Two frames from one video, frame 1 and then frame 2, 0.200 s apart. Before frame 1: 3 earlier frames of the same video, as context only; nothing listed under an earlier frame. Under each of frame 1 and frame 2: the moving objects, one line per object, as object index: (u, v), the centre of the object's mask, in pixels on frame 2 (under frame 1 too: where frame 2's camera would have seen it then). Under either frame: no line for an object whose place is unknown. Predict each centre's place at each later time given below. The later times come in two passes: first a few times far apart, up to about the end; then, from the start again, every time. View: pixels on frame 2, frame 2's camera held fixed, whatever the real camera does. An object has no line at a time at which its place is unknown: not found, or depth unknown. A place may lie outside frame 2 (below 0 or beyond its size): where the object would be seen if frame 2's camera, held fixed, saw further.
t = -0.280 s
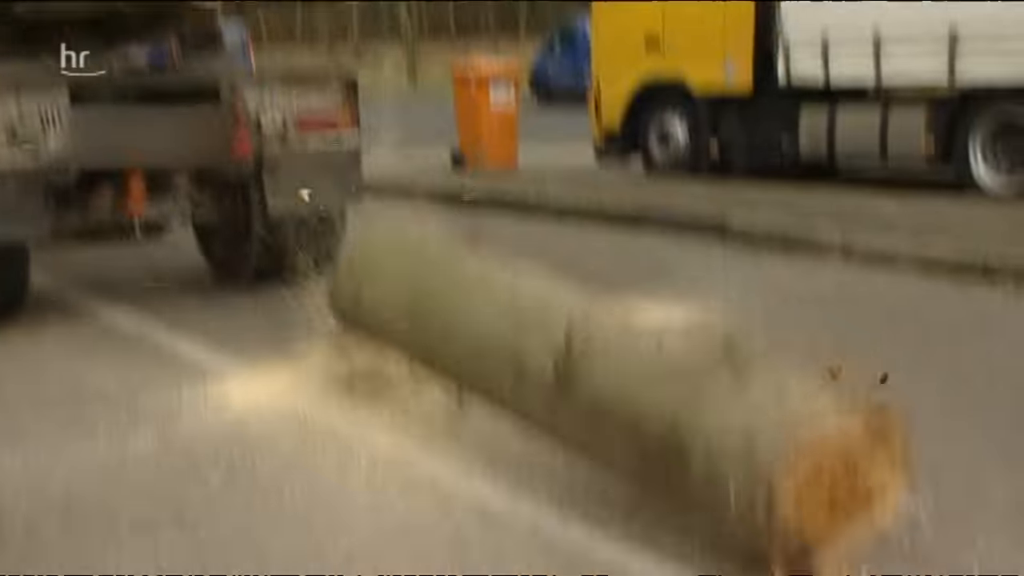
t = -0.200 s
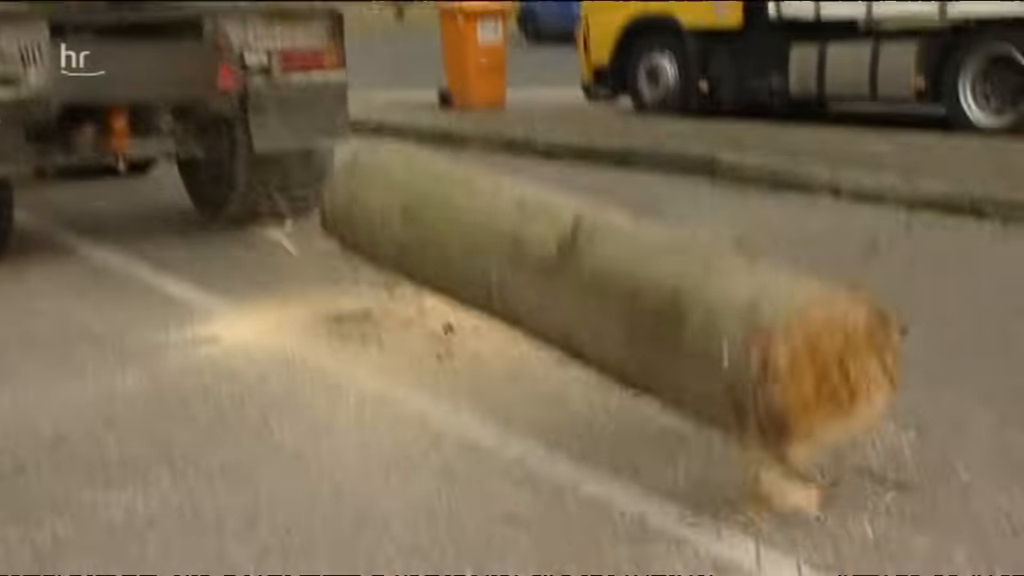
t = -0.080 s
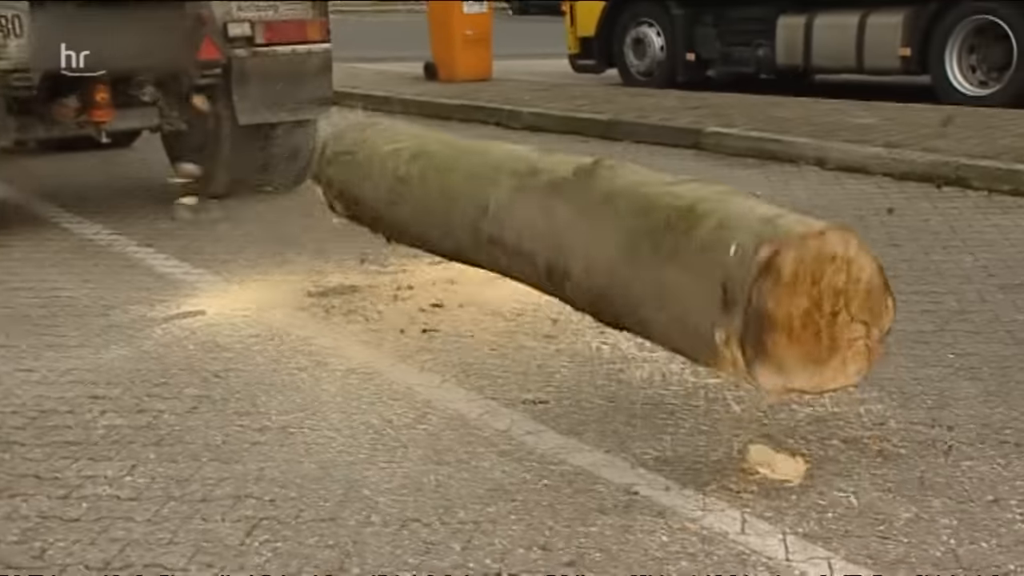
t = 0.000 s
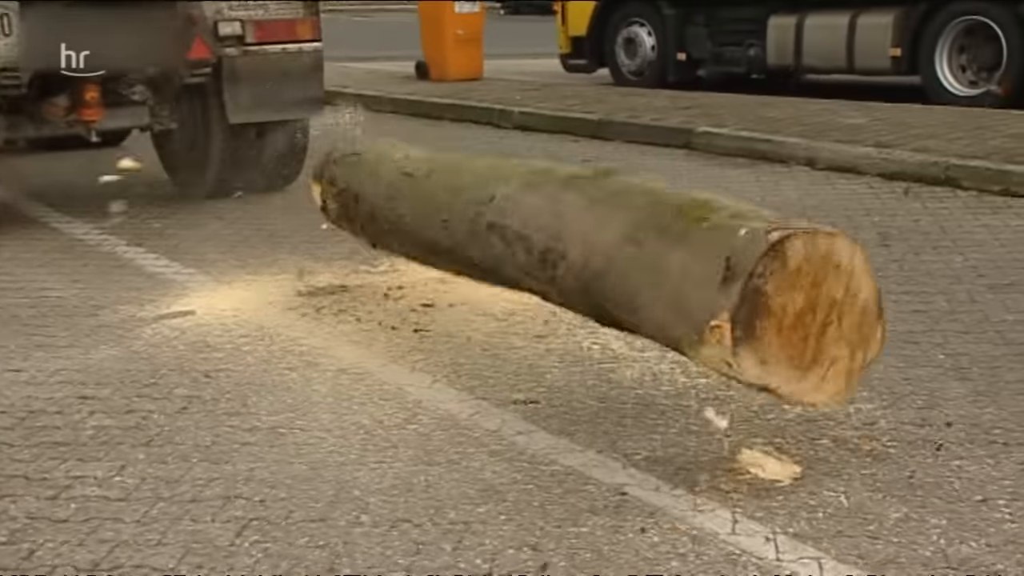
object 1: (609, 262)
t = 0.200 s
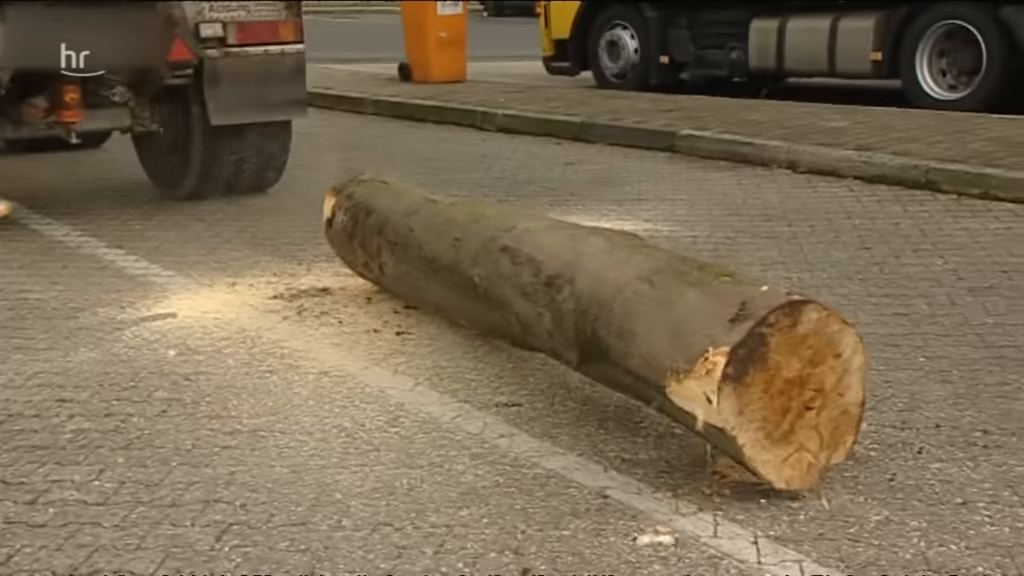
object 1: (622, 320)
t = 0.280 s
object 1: (627, 321)
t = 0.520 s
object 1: (633, 323)
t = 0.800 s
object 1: (625, 324)
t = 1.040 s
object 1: (607, 327)
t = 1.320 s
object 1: (570, 347)
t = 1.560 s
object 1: (528, 352)
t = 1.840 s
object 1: (499, 352)
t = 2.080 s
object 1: (485, 354)
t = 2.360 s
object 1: (470, 359)
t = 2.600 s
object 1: (452, 366)
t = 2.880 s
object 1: (416, 377)
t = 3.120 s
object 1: (376, 385)
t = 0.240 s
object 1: (624, 317)
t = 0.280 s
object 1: (627, 321)
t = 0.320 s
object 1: (629, 324)
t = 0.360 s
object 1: (630, 323)
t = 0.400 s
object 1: (631, 323)
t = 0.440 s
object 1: (632, 323)
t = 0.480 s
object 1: (632, 323)
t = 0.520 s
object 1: (633, 323)
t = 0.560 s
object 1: (632, 323)
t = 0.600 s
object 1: (632, 323)
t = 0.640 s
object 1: (631, 323)
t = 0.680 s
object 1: (630, 323)
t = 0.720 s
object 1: (628, 323)
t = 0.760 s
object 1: (626, 323)
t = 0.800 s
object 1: (625, 324)
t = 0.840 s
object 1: (622, 324)
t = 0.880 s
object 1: (619, 324)
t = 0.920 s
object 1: (616, 325)
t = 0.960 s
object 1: (613, 326)
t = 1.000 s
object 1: (610, 326)
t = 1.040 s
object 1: (607, 327)
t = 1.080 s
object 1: (604, 329)
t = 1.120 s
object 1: (600, 331)
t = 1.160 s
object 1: (595, 333)
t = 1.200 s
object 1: (591, 336)
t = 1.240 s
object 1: (585, 339)
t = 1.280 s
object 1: (578, 344)
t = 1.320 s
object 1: (570, 347)
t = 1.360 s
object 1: (560, 350)
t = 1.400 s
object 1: (552, 351)
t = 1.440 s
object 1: (545, 351)
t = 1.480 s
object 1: (539, 352)
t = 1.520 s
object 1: (533, 351)
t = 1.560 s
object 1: (528, 352)
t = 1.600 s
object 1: (524, 352)
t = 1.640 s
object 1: (517, 351)
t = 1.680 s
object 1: (513, 351)
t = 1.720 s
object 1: (509, 351)
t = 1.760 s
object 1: (505, 351)
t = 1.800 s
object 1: (502, 352)
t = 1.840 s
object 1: (499, 352)
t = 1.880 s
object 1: (496, 353)
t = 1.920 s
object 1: (494, 353)
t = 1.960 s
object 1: (492, 353)
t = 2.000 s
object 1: (490, 354)
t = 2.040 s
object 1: (487, 354)
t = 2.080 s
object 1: (485, 354)
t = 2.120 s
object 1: (483, 355)
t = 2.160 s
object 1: (481, 355)
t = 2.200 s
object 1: (480, 356)
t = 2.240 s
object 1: (477, 356)
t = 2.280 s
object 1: (475, 357)
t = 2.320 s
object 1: (473, 358)
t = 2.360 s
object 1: (470, 359)
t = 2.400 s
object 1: (468, 359)
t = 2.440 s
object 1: (465, 360)
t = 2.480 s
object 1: (462, 361)
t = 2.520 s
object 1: (459, 363)
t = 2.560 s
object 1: (456, 364)
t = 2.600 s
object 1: (452, 366)
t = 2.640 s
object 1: (447, 368)
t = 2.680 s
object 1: (443, 369)
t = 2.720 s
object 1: (437, 371)
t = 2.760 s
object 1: (433, 372)
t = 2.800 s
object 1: (428, 373)
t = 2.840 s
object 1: (422, 375)
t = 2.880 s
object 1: (416, 377)
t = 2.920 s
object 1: (409, 379)
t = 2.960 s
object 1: (402, 381)
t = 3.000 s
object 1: (395, 382)
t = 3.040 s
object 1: (389, 383)
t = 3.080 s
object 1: (382, 384)
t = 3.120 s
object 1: (376, 385)
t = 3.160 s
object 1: (369, 386)
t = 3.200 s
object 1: (363, 387)
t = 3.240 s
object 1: (357, 388)
